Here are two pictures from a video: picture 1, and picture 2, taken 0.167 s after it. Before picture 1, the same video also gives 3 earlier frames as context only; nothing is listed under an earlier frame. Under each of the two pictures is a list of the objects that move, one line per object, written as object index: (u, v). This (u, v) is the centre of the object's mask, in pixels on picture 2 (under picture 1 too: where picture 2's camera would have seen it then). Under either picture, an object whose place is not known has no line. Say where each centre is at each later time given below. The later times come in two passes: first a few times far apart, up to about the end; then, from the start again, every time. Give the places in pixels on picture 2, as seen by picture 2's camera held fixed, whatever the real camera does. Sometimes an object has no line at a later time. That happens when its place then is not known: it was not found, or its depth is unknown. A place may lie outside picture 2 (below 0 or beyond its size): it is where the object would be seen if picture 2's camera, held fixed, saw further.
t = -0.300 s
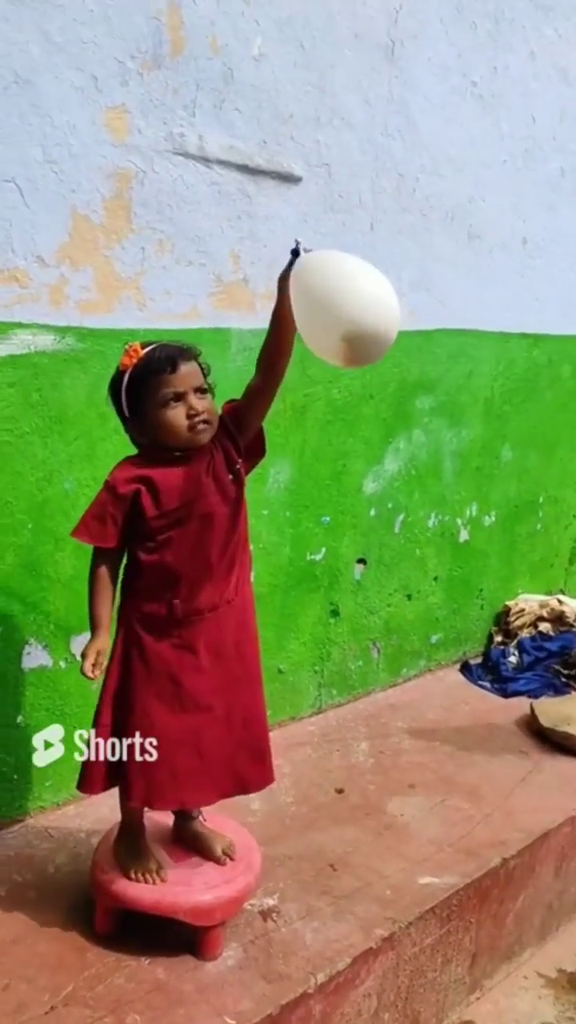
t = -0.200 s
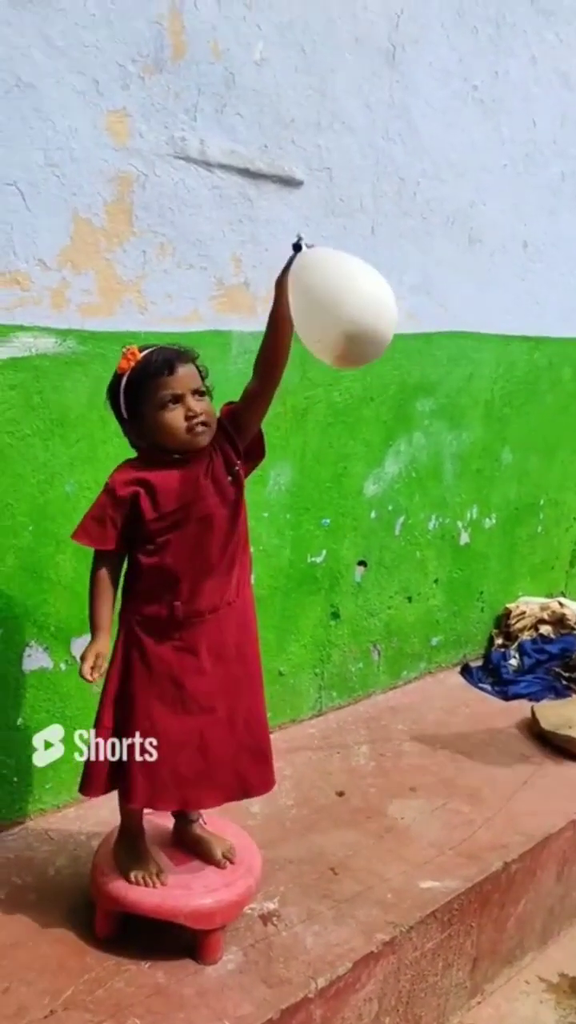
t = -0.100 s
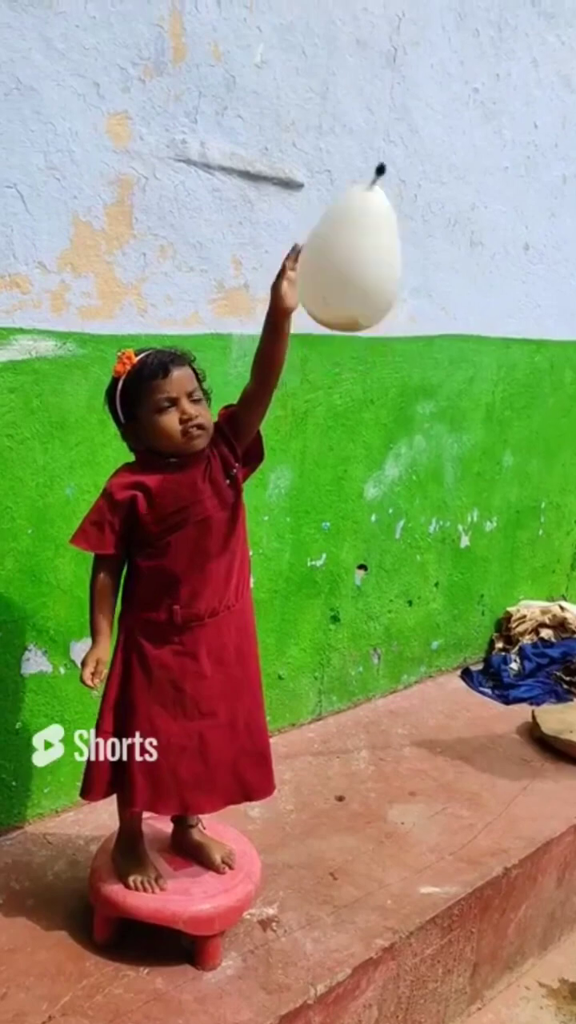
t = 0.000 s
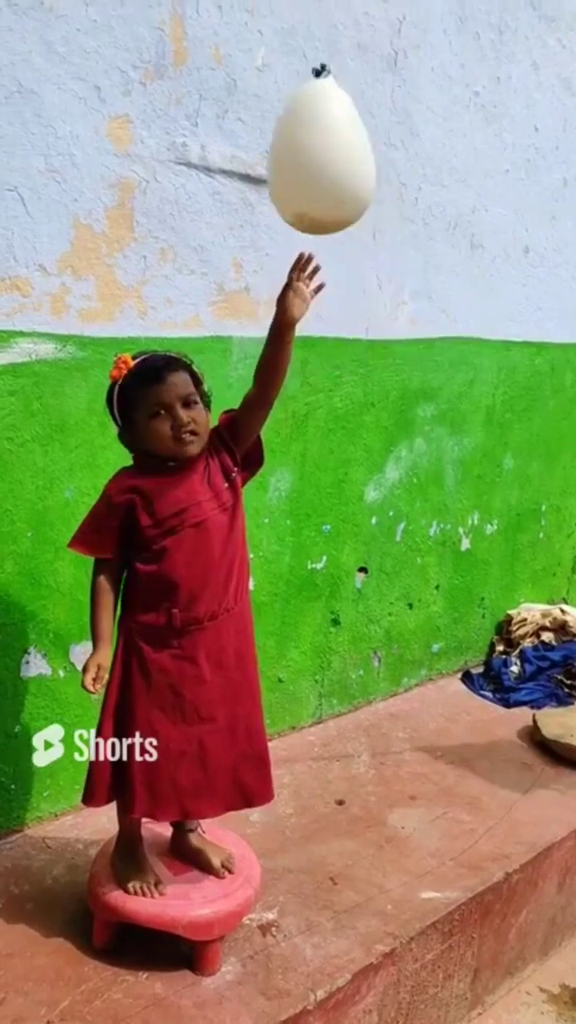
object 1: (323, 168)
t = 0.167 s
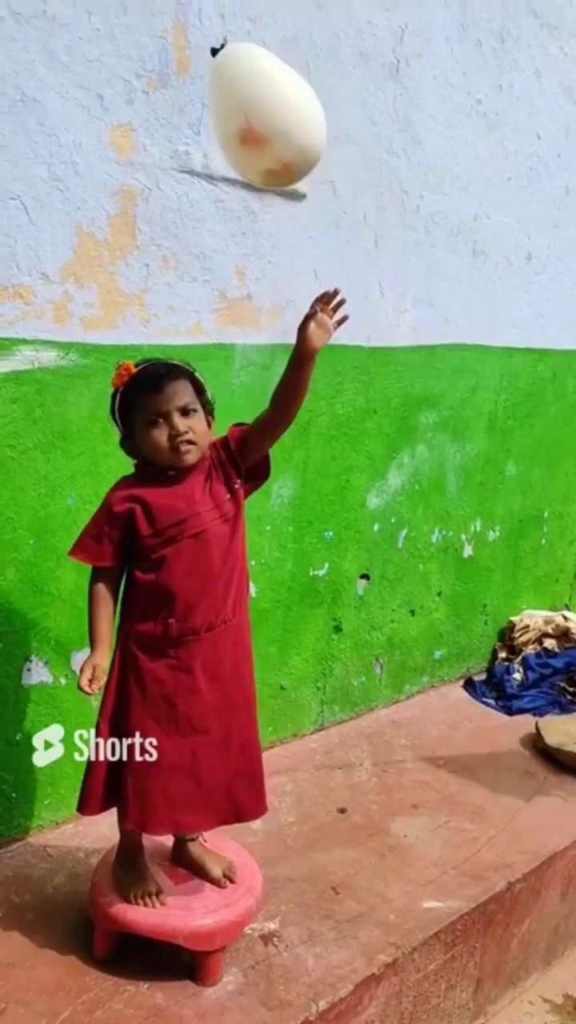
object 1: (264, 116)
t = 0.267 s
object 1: (241, 156)
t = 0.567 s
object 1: (293, 205)
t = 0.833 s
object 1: (342, 250)
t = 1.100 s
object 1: (346, 227)
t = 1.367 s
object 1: (314, 241)
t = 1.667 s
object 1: (272, 234)
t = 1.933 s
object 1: (270, 221)
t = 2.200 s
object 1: (288, 235)
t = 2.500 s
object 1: (312, 230)
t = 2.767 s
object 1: (333, 238)
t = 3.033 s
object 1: (339, 241)
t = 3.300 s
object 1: (318, 234)
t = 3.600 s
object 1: (284, 228)
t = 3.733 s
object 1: (278, 220)
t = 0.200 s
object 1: (256, 124)
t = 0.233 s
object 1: (248, 137)
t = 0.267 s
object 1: (241, 156)
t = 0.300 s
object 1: (235, 181)
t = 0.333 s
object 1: (236, 210)
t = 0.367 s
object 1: (249, 241)
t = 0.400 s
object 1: (261, 257)
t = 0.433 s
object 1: (259, 239)
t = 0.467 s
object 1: (257, 225)
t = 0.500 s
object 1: (266, 213)
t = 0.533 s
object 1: (280, 206)
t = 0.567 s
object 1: (293, 205)
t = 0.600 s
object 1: (304, 212)
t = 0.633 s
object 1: (313, 224)
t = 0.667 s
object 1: (320, 240)
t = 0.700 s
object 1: (325, 249)
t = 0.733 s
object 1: (331, 246)
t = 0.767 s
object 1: (336, 243)
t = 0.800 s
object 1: (339, 245)
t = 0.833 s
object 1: (342, 250)
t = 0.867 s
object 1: (345, 254)
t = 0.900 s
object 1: (347, 254)
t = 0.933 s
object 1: (348, 246)
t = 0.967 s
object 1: (349, 239)
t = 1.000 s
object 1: (350, 233)
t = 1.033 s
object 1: (349, 229)
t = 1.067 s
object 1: (348, 227)
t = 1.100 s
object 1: (346, 227)
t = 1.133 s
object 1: (344, 229)
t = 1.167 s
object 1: (339, 235)
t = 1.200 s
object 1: (333, 242)
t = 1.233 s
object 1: (327, 247)
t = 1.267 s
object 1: (323, 247)
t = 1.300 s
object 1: (320, 247)
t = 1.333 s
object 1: (318, 245)
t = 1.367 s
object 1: (314, 241)
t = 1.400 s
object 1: (310, 234)
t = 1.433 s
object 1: (304, 229)
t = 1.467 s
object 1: (298, 226)
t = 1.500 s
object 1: (294, 224)
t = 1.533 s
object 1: (290, 224)
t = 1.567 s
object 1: (286, 226)
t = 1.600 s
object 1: (282, 229)
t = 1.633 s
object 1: (277, 232)
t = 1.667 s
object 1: (272, 234)
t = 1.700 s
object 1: (268, 235)
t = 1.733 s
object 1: (265, 236)
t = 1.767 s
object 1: (263, 235)
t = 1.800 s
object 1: (263, 233)
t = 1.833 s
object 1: (264, 230)
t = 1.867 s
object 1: (266, 226)
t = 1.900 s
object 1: (268, 224)
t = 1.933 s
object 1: (270, 221)
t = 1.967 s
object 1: (272, 220)
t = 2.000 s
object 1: (275, 221)
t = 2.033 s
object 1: (278, 222)
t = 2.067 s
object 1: (281, 225)
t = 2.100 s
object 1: (284, 228)
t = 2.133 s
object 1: (285, 231)
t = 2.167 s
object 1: (285, 233)
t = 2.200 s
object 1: (288, 235)
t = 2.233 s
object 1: (290, 235)
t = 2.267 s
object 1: (294, 234)
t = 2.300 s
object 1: (298, 232)
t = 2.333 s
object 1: (302, 231)
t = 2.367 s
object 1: (304, 229)
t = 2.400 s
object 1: (305, 229)
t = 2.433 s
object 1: (307, 229)
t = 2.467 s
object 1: (309, 228)
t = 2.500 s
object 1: (312, 230)
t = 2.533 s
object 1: (316, 232)
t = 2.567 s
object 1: (320, 235)
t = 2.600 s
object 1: (322, 239)
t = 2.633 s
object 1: (323, 241)
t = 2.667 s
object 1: (324, 243)
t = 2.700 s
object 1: (326, 242)
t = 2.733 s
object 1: (329, 240)
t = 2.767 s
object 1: (333, 238)
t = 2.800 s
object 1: (335, 237)
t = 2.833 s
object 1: (337, 236)
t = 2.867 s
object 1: (338, 235)
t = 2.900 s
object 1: (338, 235)
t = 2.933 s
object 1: (338, 236)
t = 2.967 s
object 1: (338, 237)
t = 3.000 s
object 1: (339, 238)
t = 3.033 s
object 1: (339, 241)
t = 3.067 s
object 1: (338, 242)
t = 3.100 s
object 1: (336, 243)
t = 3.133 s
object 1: (333, 242)
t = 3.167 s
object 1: (330, 240)
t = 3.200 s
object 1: (327, 238)
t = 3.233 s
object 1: (324, 237)
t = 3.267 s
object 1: (321, 235)
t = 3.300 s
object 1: (318, 234)
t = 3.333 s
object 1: (315, 234)
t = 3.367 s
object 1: (310, 233)
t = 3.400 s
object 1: (305, 233)
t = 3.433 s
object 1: (300, 232)
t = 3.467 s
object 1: (296, 231)
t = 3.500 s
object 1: (293, 231)
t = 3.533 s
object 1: (290, 231)
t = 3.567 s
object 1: (287, 229)
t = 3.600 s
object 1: (284, 228)
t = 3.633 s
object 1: (281, 226)
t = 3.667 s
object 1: (279, 223)
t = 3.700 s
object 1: (278, 222)
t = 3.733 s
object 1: (278, 220)
